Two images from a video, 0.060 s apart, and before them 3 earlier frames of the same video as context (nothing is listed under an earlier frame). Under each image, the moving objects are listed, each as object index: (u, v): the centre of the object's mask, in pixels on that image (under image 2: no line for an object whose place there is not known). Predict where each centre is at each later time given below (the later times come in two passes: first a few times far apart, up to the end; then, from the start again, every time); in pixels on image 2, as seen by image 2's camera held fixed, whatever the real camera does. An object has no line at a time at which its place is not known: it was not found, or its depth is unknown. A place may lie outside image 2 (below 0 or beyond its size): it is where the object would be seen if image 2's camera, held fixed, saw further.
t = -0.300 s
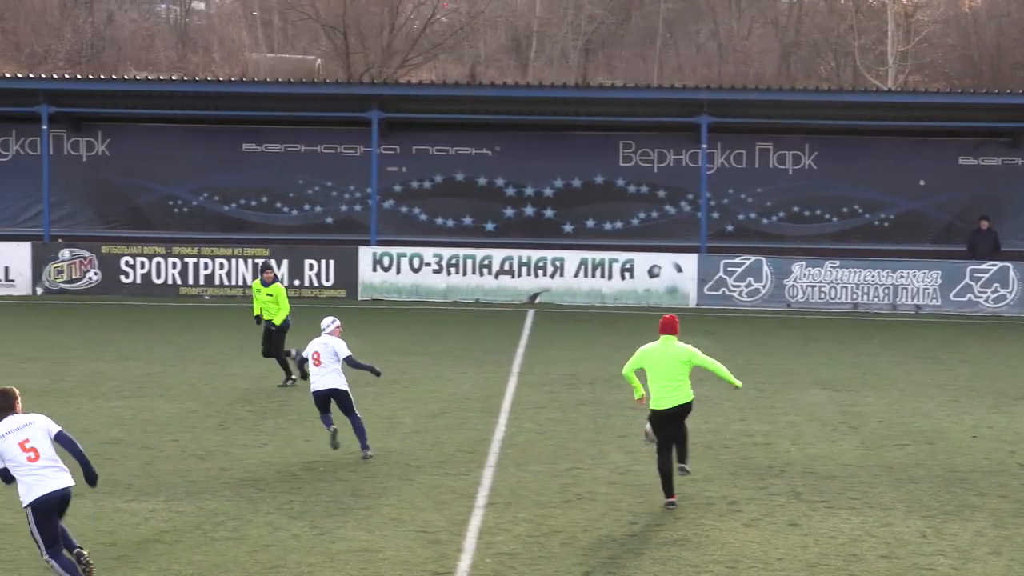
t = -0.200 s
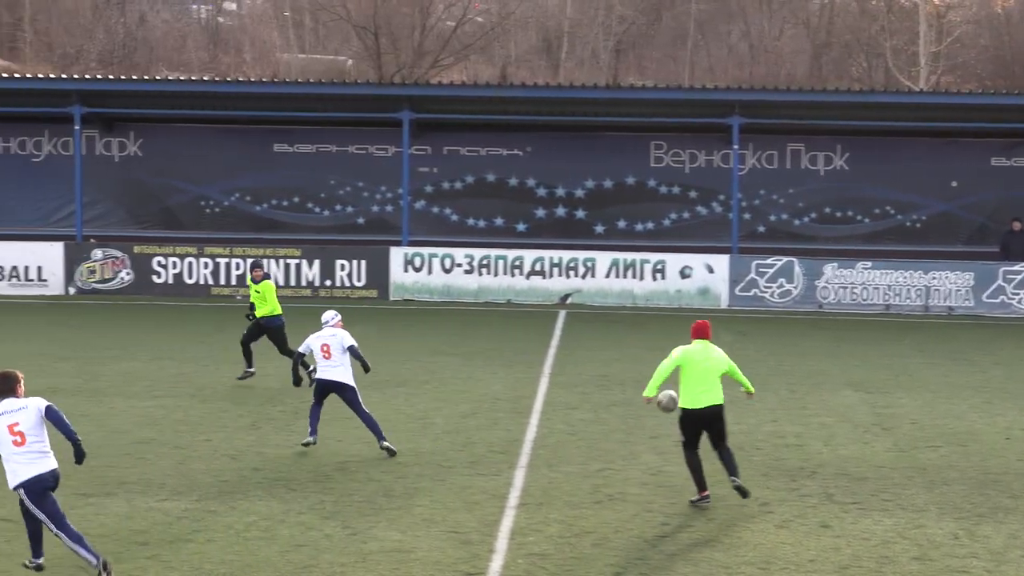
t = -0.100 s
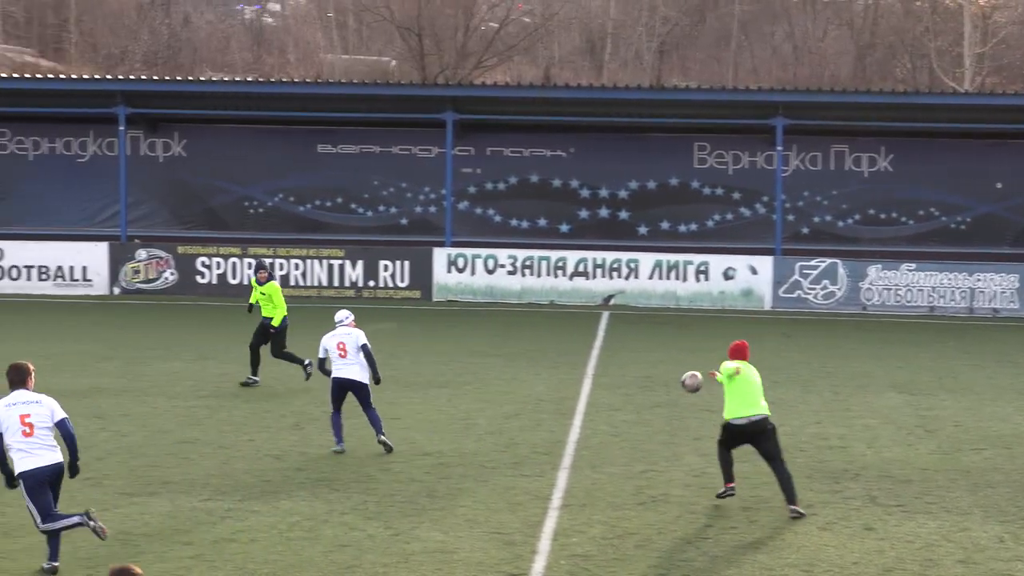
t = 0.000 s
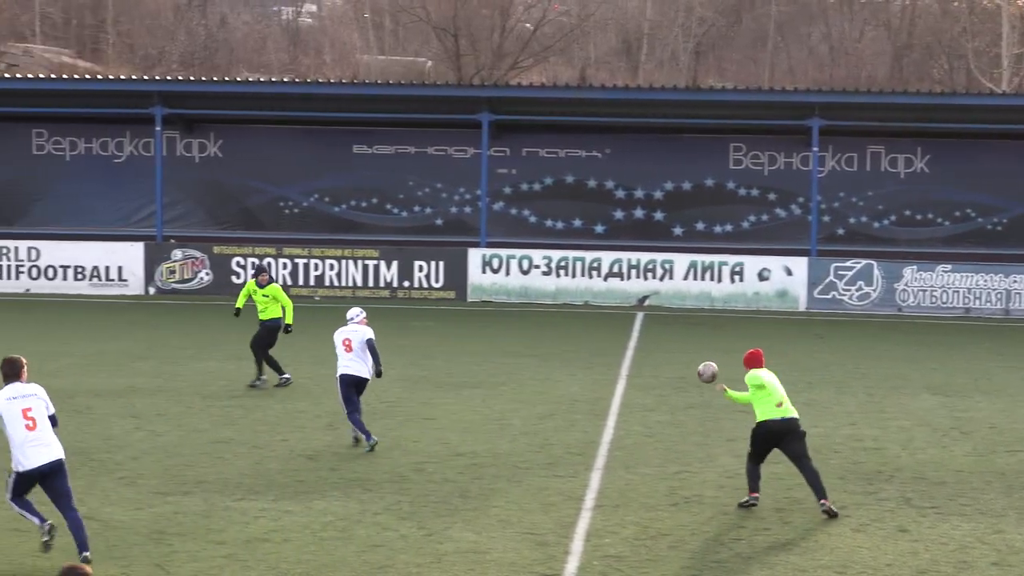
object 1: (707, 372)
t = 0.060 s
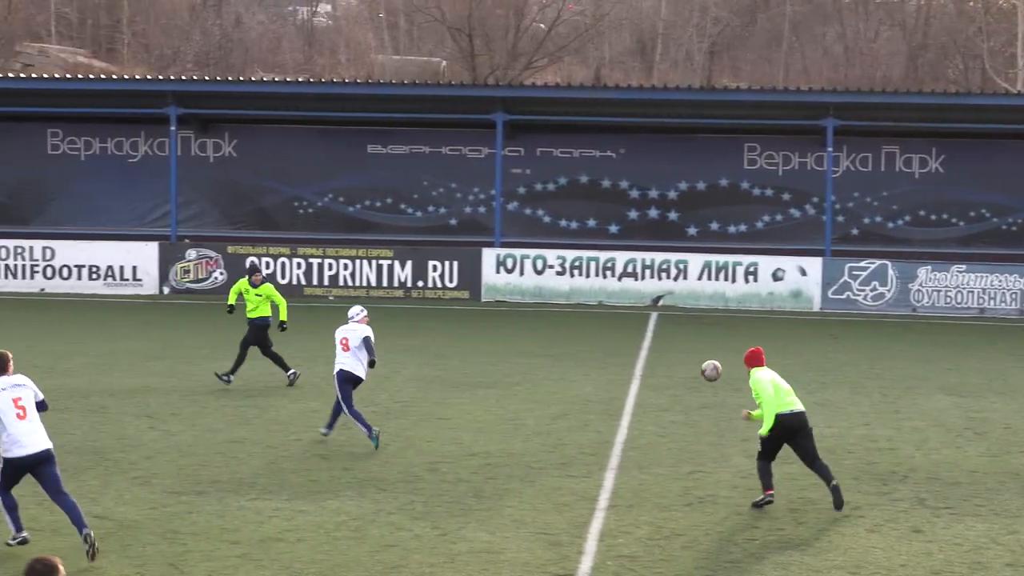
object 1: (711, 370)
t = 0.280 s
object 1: (676, 394)
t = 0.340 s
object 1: (666, 407)
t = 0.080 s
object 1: (708, 371)
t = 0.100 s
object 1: (704, 371)
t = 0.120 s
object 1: (701, 372)
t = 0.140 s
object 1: (698, 374)
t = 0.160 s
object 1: (695, 376)
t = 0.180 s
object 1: (692, 378)
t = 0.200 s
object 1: (688, 380)
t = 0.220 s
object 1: (685, 383)
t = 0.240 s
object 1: (682, 386)
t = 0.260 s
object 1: (679, 390)
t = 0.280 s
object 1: (676, 394)
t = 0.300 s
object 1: (672, 398)
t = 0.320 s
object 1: (670, 403)
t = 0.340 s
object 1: (666, 407)
